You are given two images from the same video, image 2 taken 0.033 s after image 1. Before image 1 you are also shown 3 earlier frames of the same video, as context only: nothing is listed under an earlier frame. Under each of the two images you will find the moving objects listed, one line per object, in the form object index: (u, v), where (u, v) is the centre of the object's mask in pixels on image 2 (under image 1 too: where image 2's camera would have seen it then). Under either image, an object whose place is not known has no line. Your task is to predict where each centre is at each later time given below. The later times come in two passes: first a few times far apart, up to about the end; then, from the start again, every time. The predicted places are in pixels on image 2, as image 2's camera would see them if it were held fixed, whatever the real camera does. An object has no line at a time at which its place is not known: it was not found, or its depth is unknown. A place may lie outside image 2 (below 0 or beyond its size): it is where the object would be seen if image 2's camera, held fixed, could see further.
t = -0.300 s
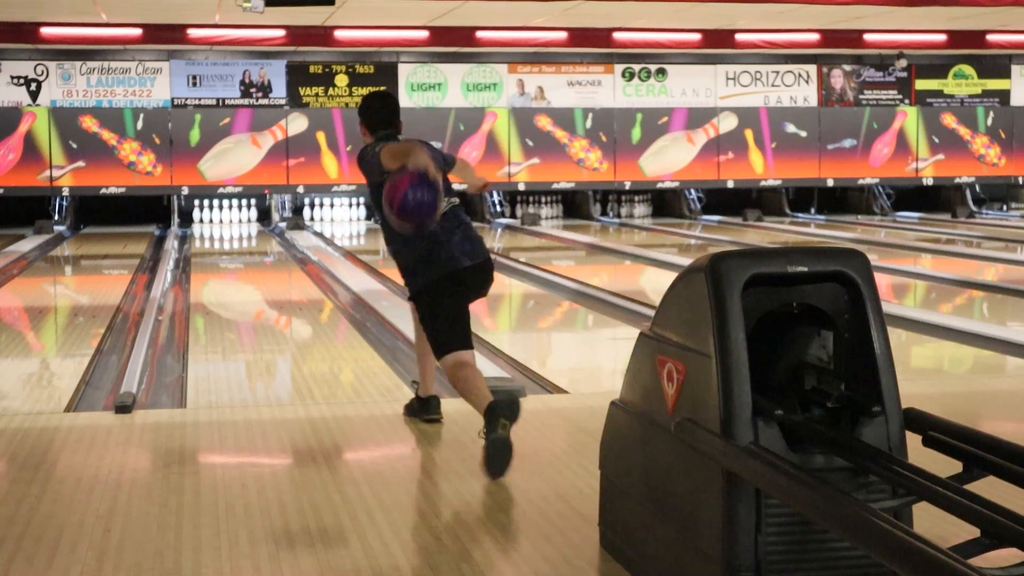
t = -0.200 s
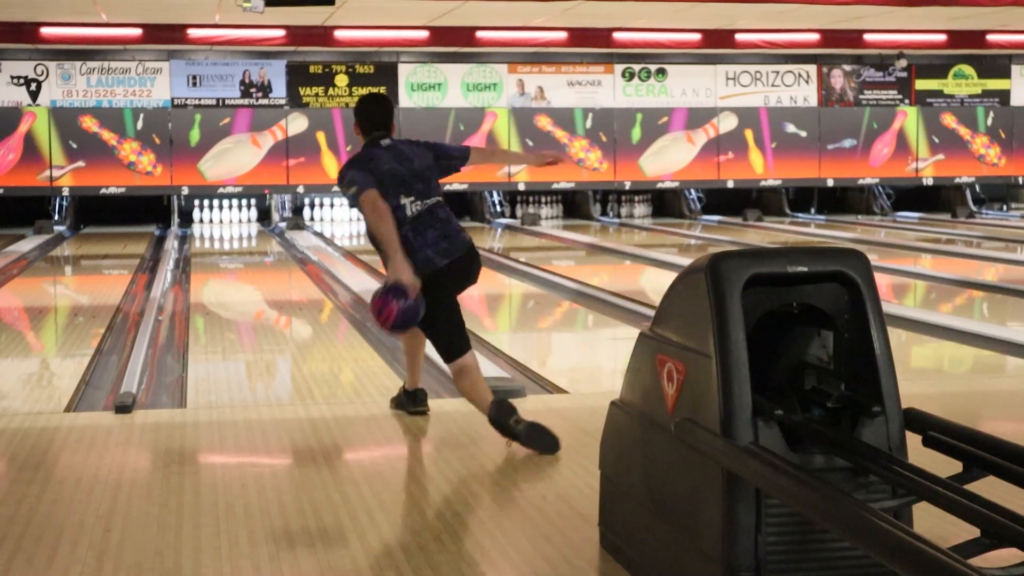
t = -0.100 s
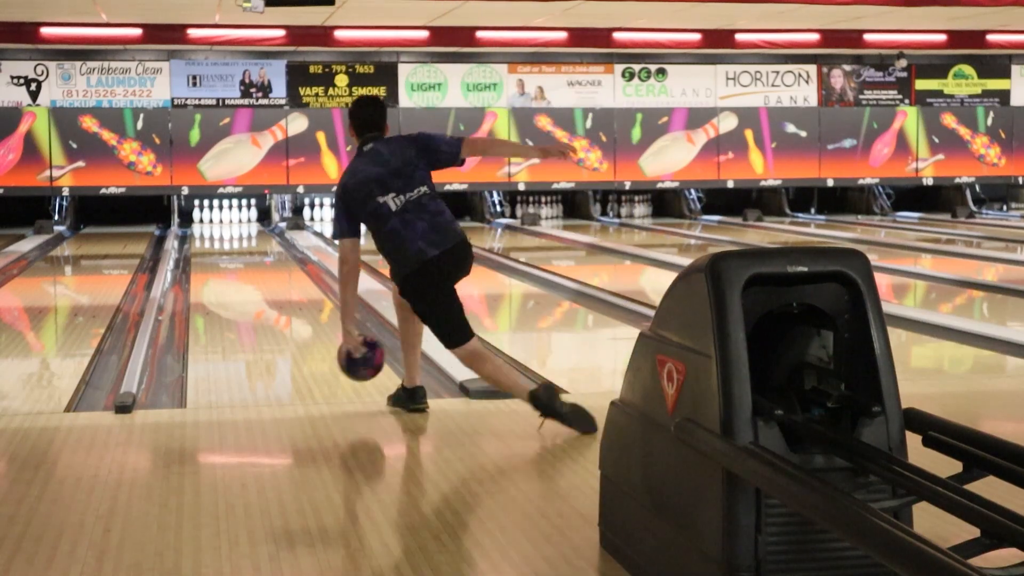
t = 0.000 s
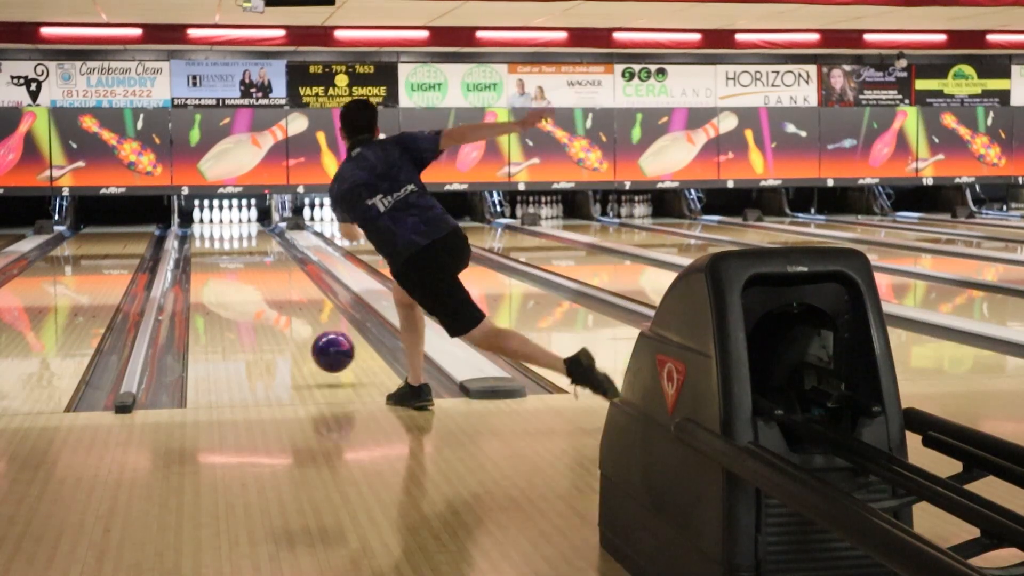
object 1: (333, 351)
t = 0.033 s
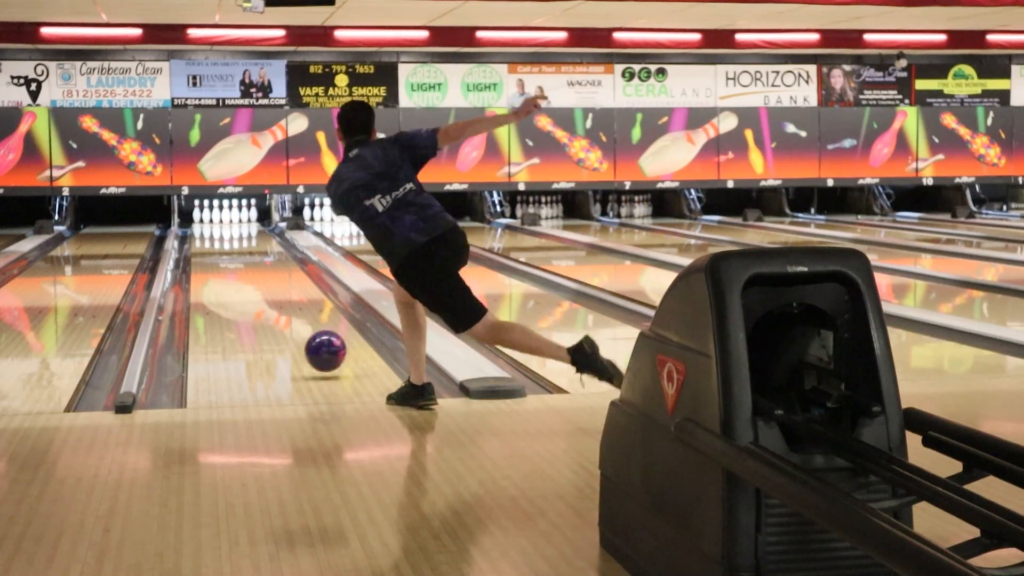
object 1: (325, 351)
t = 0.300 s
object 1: (281, 315)
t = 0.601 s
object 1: (250, 285)
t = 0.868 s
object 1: (232, 266)
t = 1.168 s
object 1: (218, 250)
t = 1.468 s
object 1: (209, 238)
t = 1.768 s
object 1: (205, 230)
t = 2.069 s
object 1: (210, 222)
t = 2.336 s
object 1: (217, 217)
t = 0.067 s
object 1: (319, 351)
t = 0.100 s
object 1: (312, 345)
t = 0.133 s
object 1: (306, 340)
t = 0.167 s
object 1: (301, 334)
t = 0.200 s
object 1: (295, 329)
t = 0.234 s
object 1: (290, 324)
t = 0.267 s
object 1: (286, 320)
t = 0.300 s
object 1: (281, 315)
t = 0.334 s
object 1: (277, 311)
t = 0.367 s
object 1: (273, 307)
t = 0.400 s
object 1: (269, 304)
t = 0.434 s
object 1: (266, 300)
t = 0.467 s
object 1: (262, 297)
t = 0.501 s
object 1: (259, 293)
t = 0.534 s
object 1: (256, 290)
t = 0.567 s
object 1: (253, 287)
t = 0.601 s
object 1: (250, 285)
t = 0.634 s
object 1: (247, 282)
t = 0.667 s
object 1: (245, 279)
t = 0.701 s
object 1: (242, 277)
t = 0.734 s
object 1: (240, 275)
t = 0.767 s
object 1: (238, 272)
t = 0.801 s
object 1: (236, 270)
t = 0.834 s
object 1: (234, 268)
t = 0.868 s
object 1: (232, 266)
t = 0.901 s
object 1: (230, 264)
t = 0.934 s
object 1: (228, 262)
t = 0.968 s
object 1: (227, 261)
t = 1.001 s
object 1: (225, 259)
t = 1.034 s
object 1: (223, 257)
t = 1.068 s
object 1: (222, 255)
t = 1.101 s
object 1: (220, 253)
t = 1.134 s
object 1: (219, 251)
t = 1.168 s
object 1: (218, 250)
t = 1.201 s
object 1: (216, 249)
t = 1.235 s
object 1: (215, 247)
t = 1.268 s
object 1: (214, 246)
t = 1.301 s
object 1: (213, 244)
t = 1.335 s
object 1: (212, 243)
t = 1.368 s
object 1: (211, 242)
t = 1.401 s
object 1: (210, 240)
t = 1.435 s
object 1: (210, 239)
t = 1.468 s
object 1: (209, 238)
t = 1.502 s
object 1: (208, 237)
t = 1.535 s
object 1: (207, 236)
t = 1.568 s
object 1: (207, 235)
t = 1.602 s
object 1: (206, 234)
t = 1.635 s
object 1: (206, 233)
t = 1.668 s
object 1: (205, 232)
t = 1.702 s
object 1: (205, 231)
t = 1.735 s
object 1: (205, 230)
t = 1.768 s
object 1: (205, 230)
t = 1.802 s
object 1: (205, 229)
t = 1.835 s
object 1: (205, 228)
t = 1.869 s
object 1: (206, 227)
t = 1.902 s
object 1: (206, 226)
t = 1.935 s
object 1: (207, 225)
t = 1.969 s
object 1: (207, 224)
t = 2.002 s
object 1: (208, 224)
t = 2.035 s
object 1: (209, 223)
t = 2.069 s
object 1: (210, 222)
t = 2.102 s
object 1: (212, 222)
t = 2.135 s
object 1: (213, 221)
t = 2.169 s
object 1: (215, 221)
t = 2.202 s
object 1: (216, 220)
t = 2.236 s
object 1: (217, 219)
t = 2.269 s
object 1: (218, 218)
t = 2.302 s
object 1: (218, 218)
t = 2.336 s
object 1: (217, 217)
